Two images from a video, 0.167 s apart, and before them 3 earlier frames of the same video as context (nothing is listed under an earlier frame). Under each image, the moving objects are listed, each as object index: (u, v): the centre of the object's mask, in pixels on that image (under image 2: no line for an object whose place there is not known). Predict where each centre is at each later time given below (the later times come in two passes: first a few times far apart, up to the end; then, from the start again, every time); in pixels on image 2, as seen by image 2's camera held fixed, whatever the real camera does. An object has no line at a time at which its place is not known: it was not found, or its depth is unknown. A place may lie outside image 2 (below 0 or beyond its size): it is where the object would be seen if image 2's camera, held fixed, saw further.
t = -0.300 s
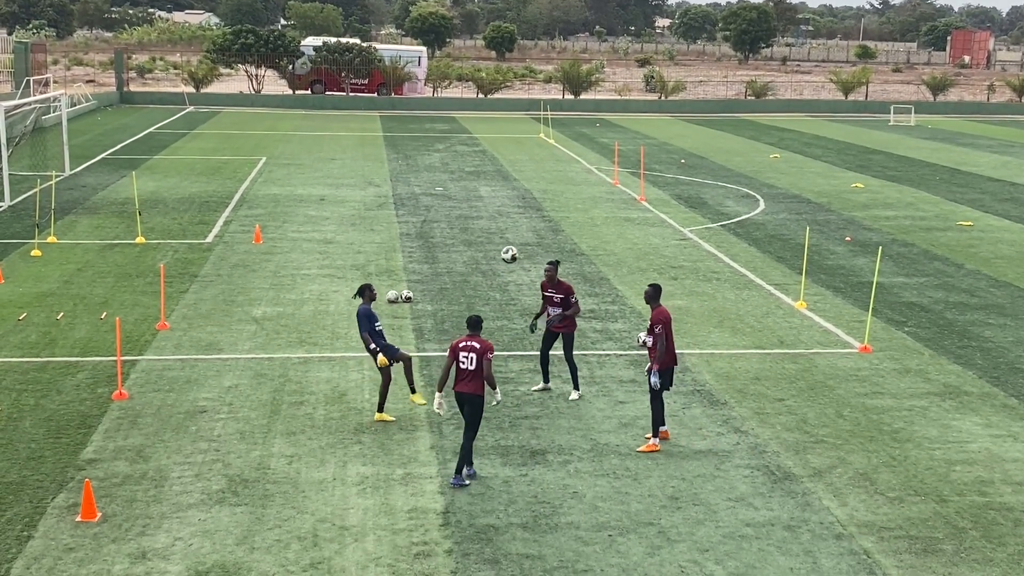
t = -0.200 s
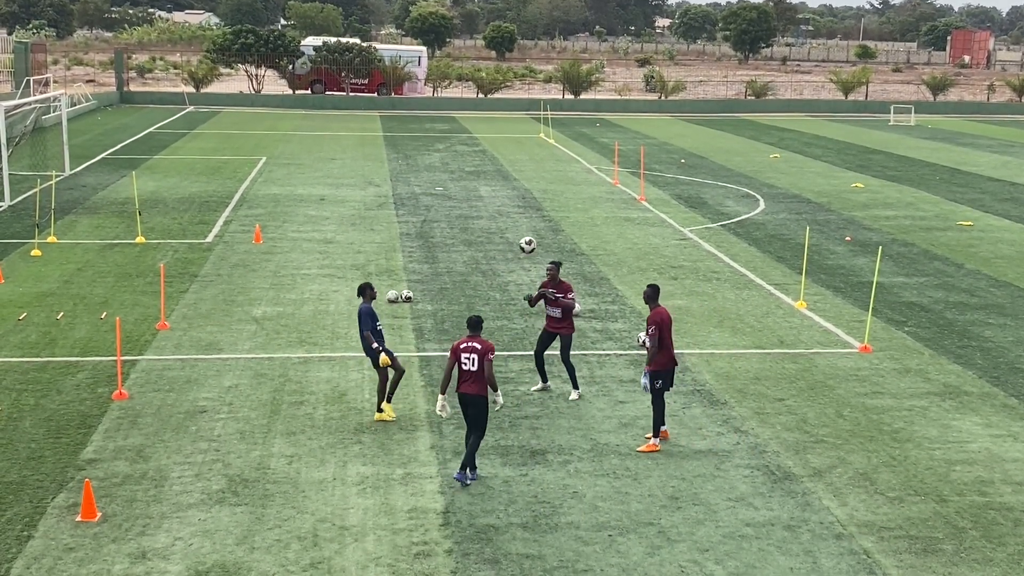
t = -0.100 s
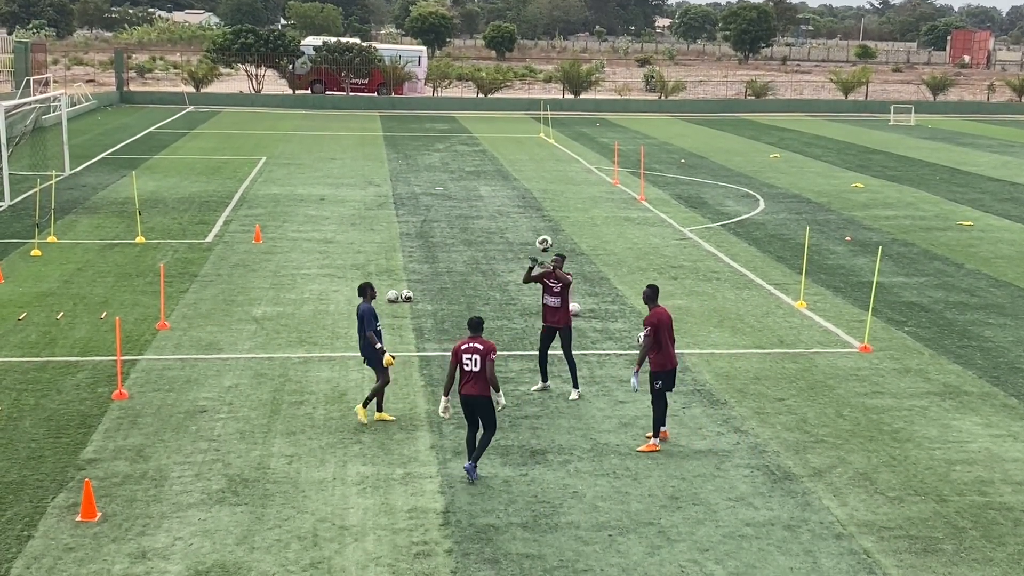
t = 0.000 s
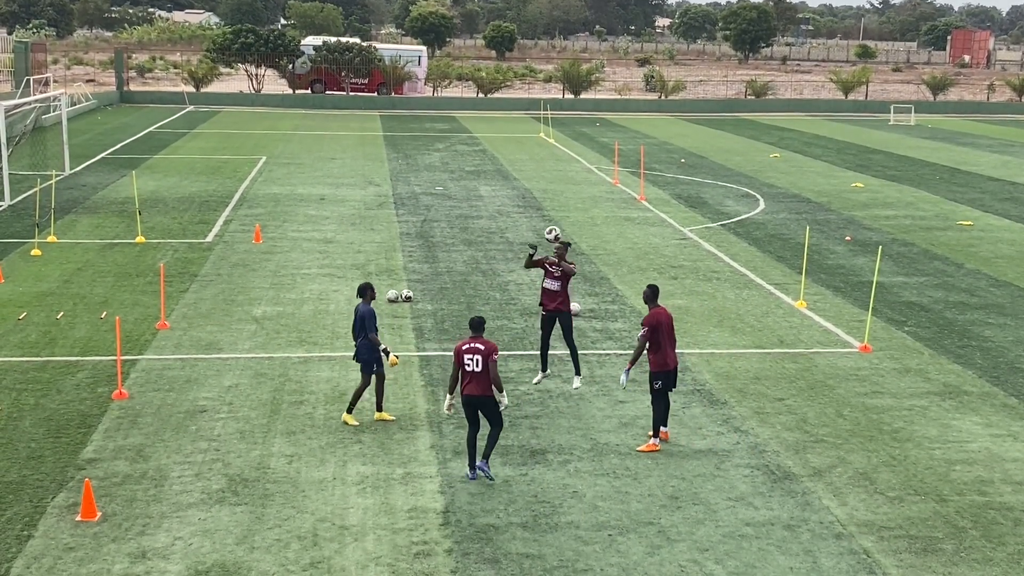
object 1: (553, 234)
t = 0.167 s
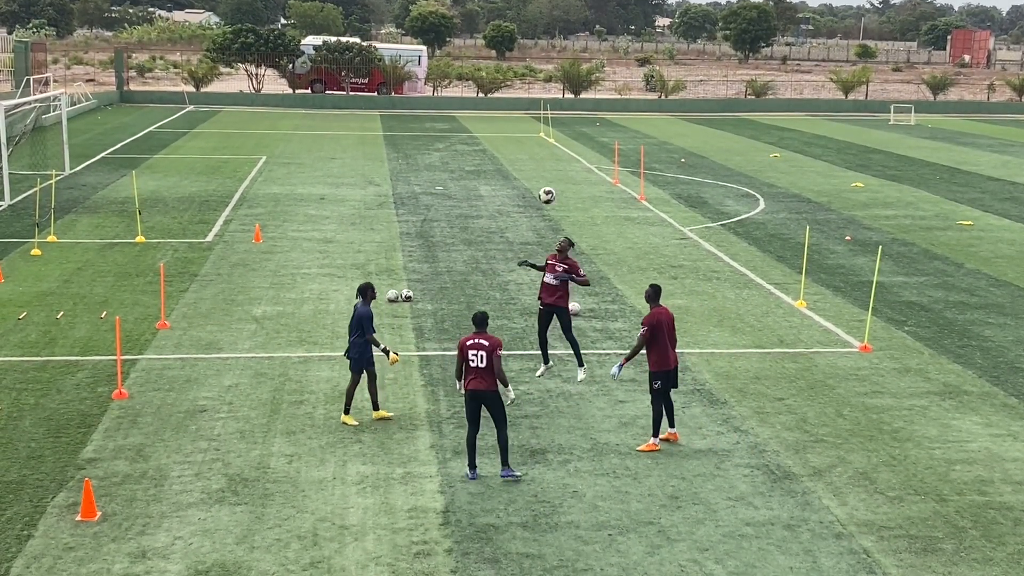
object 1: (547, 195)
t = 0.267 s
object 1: (542, 182)
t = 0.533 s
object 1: (530, 182)
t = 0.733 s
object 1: (519, 219)
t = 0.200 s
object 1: (545, 190)
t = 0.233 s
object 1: (544, 185)
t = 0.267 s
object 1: (542, 182)
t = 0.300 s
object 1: (541, 179)
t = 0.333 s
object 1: (539, 177)
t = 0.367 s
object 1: (538, 175)
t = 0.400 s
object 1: (536, 175)
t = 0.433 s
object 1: (534, 175)
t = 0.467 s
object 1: (533, 177)
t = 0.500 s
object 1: (532, 179)
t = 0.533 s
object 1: (530, 182)
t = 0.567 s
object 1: (528, 186)
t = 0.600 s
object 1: (527, 191)
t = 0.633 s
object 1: (525, 196)
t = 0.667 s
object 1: (523, 203)
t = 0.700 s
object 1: (521, 211)
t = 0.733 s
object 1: (519, 219)
